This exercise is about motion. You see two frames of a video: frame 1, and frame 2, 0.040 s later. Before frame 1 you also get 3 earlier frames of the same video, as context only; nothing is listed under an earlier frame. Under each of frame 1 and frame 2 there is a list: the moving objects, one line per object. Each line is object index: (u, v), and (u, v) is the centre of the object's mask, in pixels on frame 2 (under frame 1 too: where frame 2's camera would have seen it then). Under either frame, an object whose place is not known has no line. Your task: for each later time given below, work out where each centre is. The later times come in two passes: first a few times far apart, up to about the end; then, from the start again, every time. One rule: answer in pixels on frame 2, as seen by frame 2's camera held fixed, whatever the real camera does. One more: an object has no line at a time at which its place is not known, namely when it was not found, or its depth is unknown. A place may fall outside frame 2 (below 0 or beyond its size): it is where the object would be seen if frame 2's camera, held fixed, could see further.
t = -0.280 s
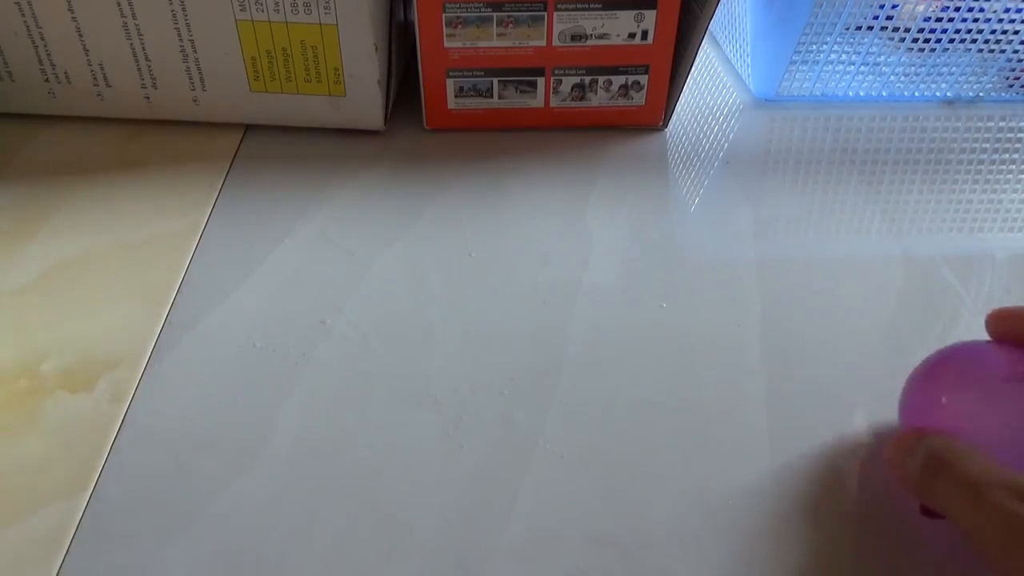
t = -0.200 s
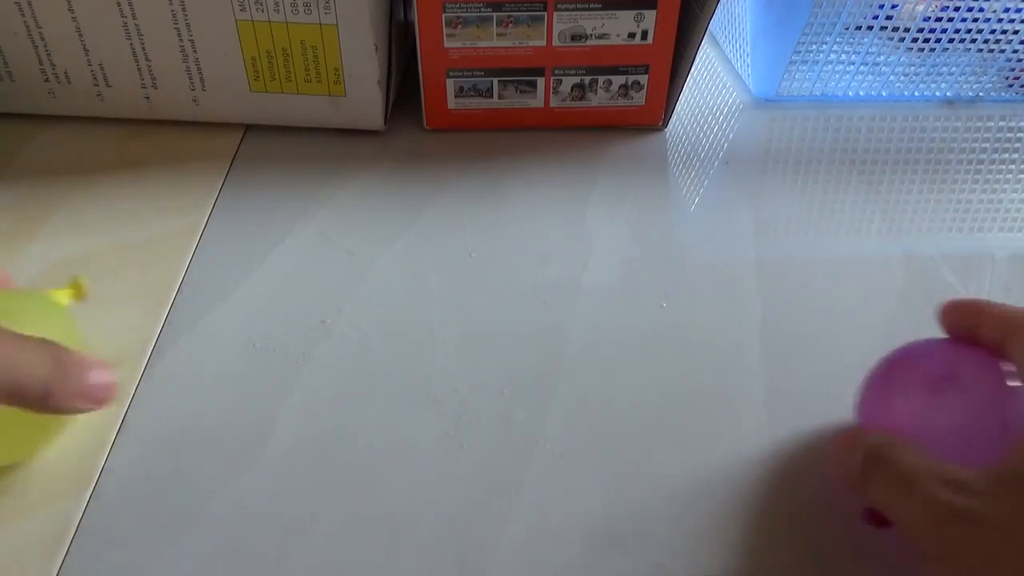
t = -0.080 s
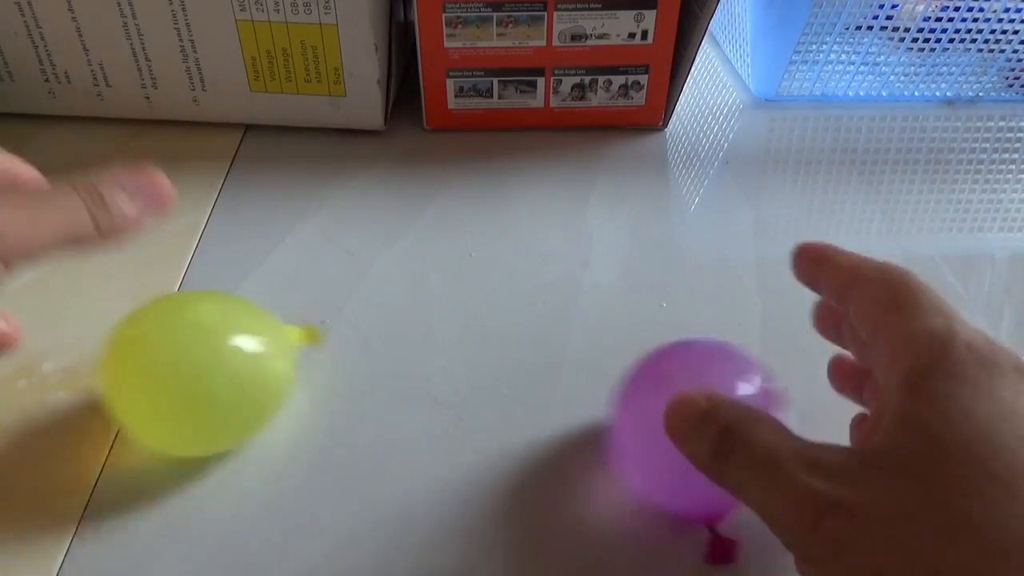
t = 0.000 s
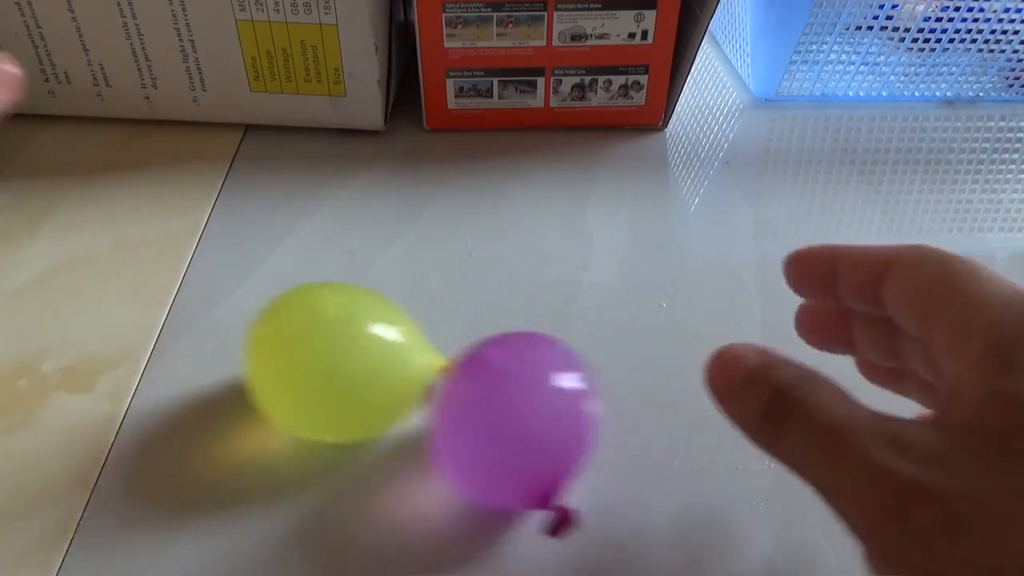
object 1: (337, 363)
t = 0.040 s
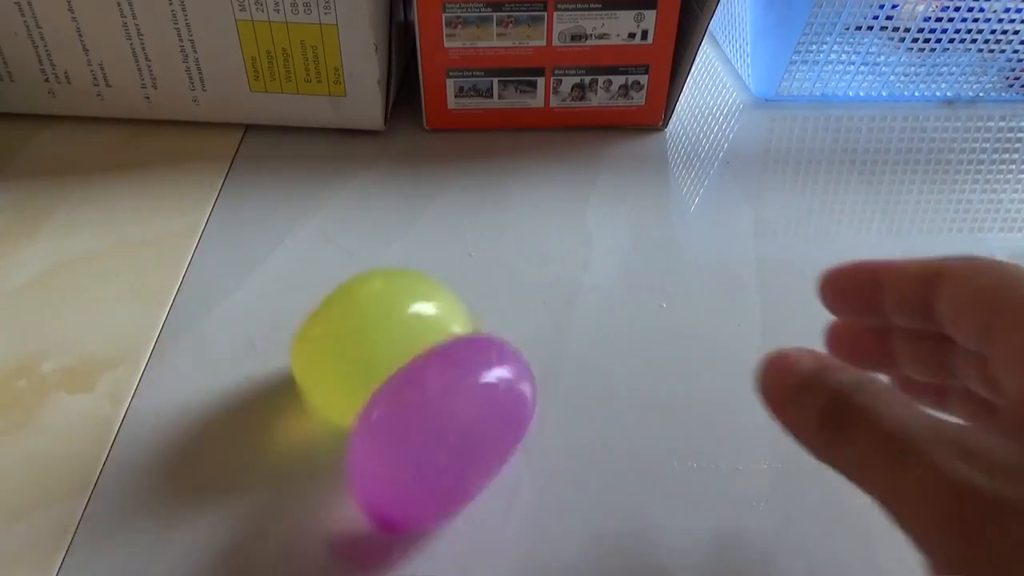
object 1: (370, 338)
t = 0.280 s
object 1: (435, 198)
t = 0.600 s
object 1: (444, 135)
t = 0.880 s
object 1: (412, 165)
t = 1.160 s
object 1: (346, 220)
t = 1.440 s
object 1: (280, 245)
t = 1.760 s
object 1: (234, 262)
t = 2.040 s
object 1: (197, 272)
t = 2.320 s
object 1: (181, 273)
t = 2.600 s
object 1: (203, 261)
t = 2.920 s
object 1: (203, 258)
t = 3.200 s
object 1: (186, 266)
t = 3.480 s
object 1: (194, 270)
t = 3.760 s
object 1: (199, 267)
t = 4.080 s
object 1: (190, 263)
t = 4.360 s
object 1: (191, 265)
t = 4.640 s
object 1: (194, 267)
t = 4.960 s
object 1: (192, 265)
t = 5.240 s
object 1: (192, 264)
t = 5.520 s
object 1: (194, 265)
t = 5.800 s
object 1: (192, 266)
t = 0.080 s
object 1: (401, 313)
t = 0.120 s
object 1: (415, 298)
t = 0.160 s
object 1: (419, 265)
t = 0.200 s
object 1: (425, 238)
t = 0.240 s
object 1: (432, 228)
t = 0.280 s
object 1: (435, 198)
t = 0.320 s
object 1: (440, 179)
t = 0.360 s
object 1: (440, 169)
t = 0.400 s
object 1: (442, 146)
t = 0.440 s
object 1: (446, 134)
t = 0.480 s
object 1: (445, 129)
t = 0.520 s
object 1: (445, 111)
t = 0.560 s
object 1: (445, 118)
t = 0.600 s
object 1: (444, 135)
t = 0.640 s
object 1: (442, 129)
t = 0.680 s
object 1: (439, 138)
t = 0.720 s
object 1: (436, 151)
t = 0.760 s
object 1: (431, 147)
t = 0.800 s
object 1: (425, 158)
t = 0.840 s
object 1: (419, 168)
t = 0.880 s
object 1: (412, 165)
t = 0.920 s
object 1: (405, 179)
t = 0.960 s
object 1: (397, 186)
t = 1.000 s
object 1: (387, 185)
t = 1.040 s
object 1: (378, 201)
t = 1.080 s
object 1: (368, 204)
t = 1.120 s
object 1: (356, 205)
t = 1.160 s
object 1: (346, 220)
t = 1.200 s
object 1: (335, 220)
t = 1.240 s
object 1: (324, 223)
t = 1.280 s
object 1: (314, 234)
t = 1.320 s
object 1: (304, 233)
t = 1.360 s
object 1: (295, 236)
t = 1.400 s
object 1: (288, 246)
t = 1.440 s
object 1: (280, 245)
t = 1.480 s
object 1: (274, 248)
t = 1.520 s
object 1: (268, 253)
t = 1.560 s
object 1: (262, 251)
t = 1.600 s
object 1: (256, 255)
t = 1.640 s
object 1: (250, 258)
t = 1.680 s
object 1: (244, 256)
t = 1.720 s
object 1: (239, 261)
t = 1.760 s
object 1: (234, 262)
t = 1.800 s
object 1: (228, 262)
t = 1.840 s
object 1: (223, 267)
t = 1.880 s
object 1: (217, 268)
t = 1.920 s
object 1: (212, 268)
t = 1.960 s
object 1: (207, 272)
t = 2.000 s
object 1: (202, 272)
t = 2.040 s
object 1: (197, 272)
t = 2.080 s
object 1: (194, 275)
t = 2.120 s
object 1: (189, 274)
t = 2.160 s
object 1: (185, 274)
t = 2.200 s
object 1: (182, 276)
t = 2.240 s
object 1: (180, 273)
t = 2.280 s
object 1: (180, 274)
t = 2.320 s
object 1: (181, 273)
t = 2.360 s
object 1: (183, 270)
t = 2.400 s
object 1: (186, 270)
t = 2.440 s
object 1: (190, 268)
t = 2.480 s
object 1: (193, 266)
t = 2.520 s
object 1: (197, 266)
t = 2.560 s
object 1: (200, 263)
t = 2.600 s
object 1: (203, 261)
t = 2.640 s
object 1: (205, 261)
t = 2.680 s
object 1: (207, 259)
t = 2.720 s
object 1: (208, 258)
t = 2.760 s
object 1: (208, 258)
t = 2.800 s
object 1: (208, 257)
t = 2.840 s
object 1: (207, 258)
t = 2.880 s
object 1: (205, 258)
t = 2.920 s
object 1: (203, 258)
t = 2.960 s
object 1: (201, 259)
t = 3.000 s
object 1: (198, 260)
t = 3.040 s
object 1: (195, 260)
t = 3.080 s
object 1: (192, 262)
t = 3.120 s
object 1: (190, 263)
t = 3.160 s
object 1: (187, 264)
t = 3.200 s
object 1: (186, 266)
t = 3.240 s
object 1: (185, 266)
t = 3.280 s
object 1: (186, 268)
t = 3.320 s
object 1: (187, 269)
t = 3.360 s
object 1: (188, 269)
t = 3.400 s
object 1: (190, 270)
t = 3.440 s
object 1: (192, 270)
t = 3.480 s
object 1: (194, 270)
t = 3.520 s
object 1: (196, 270)
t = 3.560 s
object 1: (197, 270)
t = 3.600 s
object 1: (198, 269)
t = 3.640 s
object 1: (199, 269)
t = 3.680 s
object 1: (199, 268)
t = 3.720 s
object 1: (199, 267)
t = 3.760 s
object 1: (199, 267)
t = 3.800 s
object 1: (198, 265)
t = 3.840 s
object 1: (197, 265)
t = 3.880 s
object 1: (196, 265)
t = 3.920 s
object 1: (195, 264)
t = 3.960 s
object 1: (193, 264)
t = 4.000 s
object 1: (192, 263)
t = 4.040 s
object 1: (191, 263)
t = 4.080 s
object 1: (190, 263)
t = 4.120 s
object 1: (190, 263)
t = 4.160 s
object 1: (189, 263)
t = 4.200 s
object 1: (189, 264)
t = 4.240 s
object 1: (189, 264)
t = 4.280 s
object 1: (190, 264)
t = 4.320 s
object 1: (191, 265)
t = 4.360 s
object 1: (191, 265)
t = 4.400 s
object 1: (192, 265)
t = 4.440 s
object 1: (193, 266)
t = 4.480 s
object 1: (193, 266)
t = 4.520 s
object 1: (194, 266)
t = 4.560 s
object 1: (194, 266)
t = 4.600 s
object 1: (194, 266)
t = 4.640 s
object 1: (194, 267)
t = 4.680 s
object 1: (195, 267)
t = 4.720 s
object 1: (194, 267)
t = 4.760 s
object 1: (194, 267)
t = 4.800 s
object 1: (194, 266)
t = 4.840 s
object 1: (193, 266)
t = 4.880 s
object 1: (193, 266)
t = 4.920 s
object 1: (193, 266)
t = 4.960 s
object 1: (192, 265)
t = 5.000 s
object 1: (192, 265)
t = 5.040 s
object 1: (191, 265)
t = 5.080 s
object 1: (191, 265)
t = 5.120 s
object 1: (191, 264)
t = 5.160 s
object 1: (191, 264)
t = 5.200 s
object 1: (192, 264)
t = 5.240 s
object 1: (192, 264)
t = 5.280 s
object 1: (192, 264)
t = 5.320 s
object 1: (193, 265)
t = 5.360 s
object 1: (193, 265)
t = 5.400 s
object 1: (194, 265)
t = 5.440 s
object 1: (194, 265)
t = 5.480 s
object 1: (194, 265)
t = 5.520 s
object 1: (194, 265)
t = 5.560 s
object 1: (194, 265)
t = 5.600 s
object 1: (193, 266)
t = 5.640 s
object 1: (193, 266)
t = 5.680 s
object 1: (193, 266)
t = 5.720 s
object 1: (192, 266)
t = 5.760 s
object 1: (192, 266)
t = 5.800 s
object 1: (192, 266)
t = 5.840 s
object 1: (191, 266)
